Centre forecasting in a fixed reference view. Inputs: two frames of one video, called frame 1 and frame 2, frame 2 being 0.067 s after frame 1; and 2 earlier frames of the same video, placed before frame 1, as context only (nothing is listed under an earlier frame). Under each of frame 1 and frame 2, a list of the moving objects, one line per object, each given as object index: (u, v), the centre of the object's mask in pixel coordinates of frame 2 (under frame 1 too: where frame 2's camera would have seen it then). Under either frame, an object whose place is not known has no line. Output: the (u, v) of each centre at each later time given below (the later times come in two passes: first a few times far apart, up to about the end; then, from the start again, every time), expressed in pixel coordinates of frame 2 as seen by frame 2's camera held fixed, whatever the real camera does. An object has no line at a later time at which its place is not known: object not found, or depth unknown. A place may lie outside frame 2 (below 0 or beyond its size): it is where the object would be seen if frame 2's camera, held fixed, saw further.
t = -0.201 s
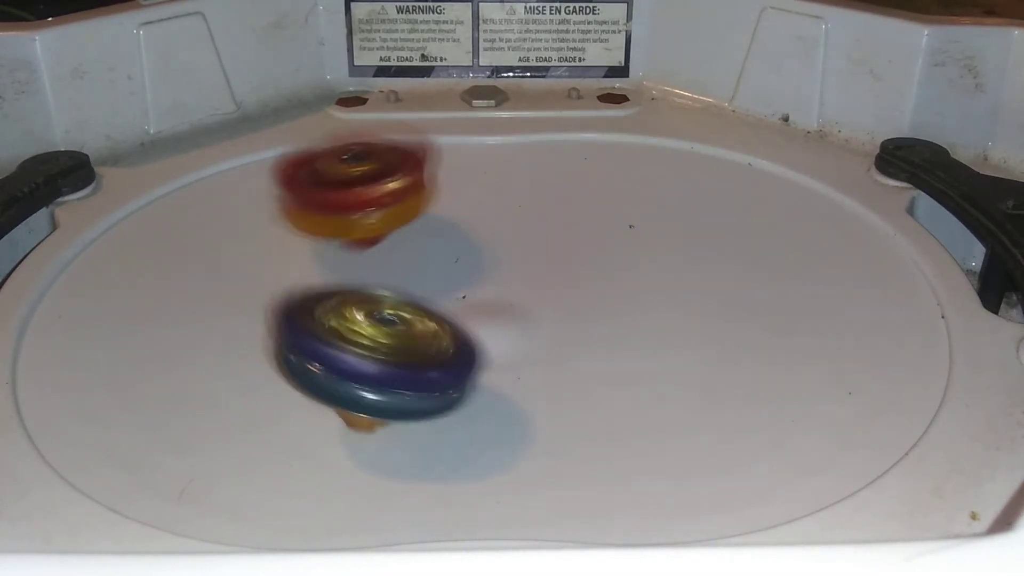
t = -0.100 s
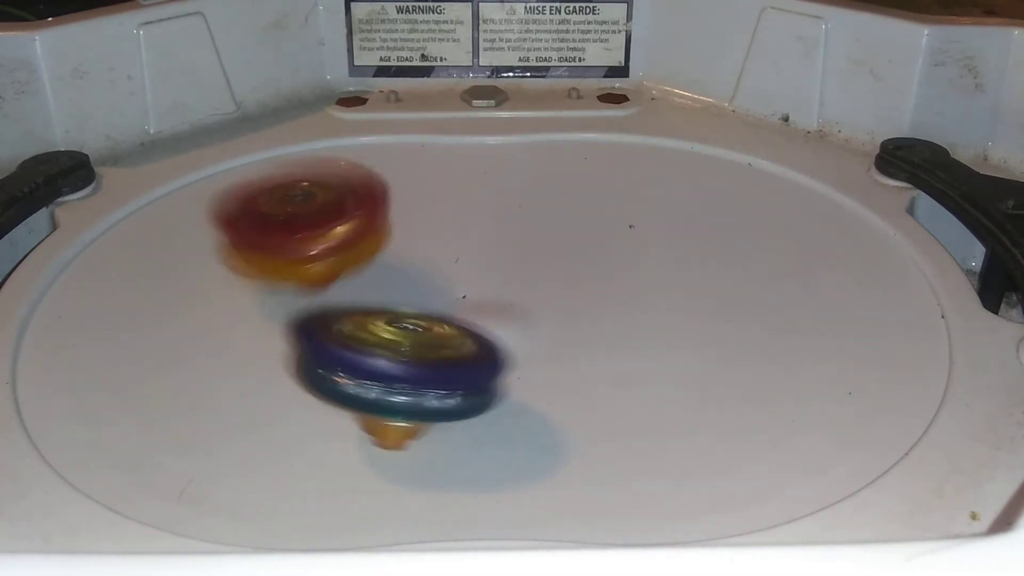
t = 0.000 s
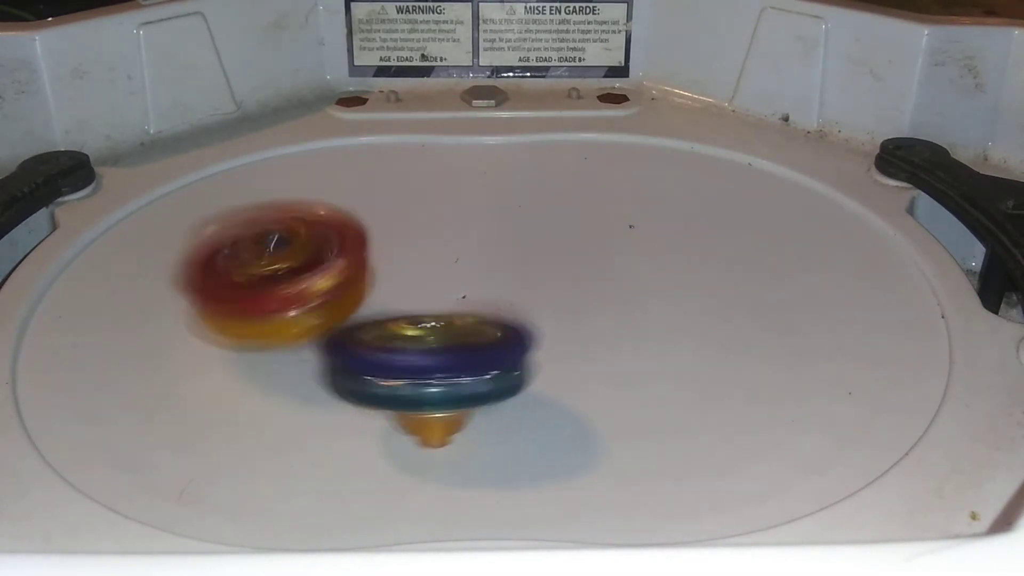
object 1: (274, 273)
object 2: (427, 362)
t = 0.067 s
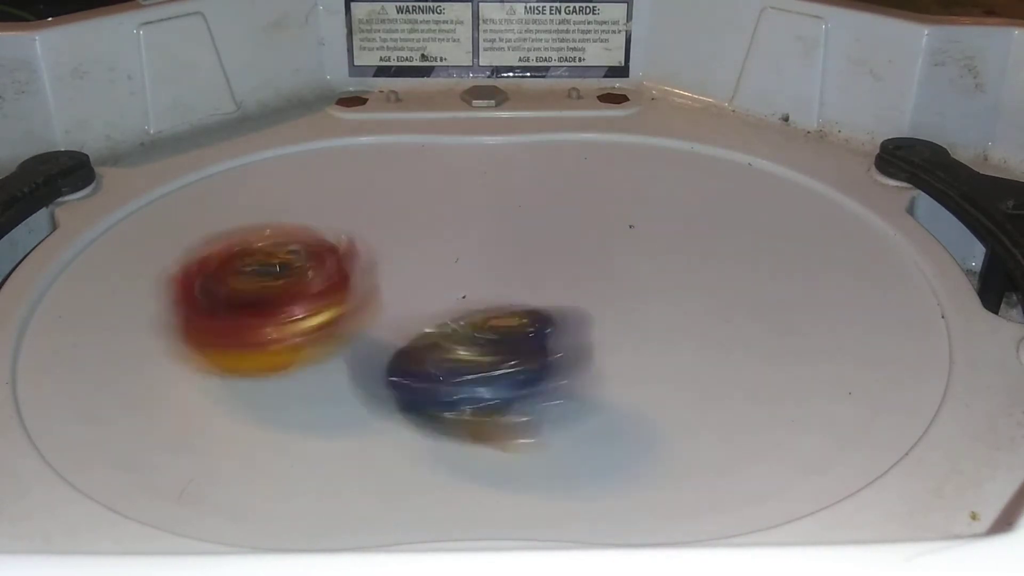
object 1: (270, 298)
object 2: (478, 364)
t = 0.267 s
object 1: (167, 278)
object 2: (721, 345)
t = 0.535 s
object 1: (276, 269)
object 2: (717, 250)
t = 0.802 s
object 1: (447, 298)
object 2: (570, 209)
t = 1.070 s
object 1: (637, 319)
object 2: (419, 258)
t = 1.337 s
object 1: (661, 316)
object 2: (402, 355)
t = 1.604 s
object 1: (595, 270)
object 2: (544, 379)
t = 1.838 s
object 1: (484, 239)
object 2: (636, 316)
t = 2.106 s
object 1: (438, 262)
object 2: (584, 239)
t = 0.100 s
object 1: (236, 296)
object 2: (539, 374)
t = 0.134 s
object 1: (214, 289)
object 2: (599, 372)
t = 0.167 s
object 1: (198, 285)
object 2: (651, 375)
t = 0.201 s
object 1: (185, 283)
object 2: (681, 372)
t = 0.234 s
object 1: (176, 280)
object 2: (704, 356)
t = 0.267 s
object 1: (167, 278)
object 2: (721, 345)
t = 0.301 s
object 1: (166, 279)
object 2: (733, 334)
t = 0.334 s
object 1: (171, 277)
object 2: (741, 322)
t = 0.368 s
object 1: (178, 274)
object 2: (745, 308)
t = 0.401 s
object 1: (194, 274)
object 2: (747, 295)
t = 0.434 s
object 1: (211, 272)
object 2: (745, 284)
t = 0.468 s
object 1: (229, 271)
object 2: (741, 272)
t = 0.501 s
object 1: (256, 270)
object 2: (731, 260)
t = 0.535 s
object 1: (276, 269)
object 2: (717, 250)
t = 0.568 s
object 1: (298, 270)
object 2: (706, 241)
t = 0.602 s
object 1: (317, 275)
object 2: (689, 234)
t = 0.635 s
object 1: (335, 278)
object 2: (673, 228)
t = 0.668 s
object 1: (355, 281)
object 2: (652, 222)
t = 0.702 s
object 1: (376, 287)
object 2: (630, 219)
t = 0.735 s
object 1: (400, 291)
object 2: (610, 215)
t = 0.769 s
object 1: (422, 295)
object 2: (590, 212)
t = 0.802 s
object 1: (447, 298)
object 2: (570, 209)
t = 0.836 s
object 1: (468, 307)
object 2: (556, 203)
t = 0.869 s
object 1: (491, 315)
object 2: (530, 197)
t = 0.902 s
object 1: (516, 316)
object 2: (499, 196)
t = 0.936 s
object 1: (546, 321)
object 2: (477, 212)
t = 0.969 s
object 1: (572, 321)
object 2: (459, 224)
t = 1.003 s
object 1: (598, 322)
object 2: (448, 239)
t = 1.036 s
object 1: (616, 320)
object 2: (432, 250)
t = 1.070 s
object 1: (637, 319)
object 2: (419, 258)
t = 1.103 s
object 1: (650, 318)
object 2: (405, 269)
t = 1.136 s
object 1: (664, 317)
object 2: (394, 281)
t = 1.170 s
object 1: (672, 315)
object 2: (387, 292)
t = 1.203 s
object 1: (678, 314)
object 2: (383, 303)
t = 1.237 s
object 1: (676, 315)
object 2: (385, 315)
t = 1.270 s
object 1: (675, 319)
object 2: (386, 330)
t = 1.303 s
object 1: (668, 317)
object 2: (392, 342)
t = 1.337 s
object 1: (661, 316)
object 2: (402, 355)
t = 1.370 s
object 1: (653, 315)
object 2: (416, 364)
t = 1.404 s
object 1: (647, 311)
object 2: (433, 373)
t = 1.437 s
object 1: (637, 308)
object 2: (455, 380)
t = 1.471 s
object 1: (625, 302)
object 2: (474, 384)
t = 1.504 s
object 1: (612, 294)
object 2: (499, 380)
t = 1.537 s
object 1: (603, 286)
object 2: (515, 389)
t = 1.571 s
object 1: (600, 281)
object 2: (528, 384)
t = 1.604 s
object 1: (595, 270)
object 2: (544, 379)
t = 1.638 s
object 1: (585, 261)
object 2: (567, 373)
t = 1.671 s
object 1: (573, 252)
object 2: (589, 372)
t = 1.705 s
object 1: (556, 244)
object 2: (602, 358)
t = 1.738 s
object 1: (539, 237)
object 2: (617, 351)
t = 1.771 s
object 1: (519, 236)
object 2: (628, 337)
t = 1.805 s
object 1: (501, 235)
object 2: (633, 327)
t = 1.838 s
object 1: (484, 239)
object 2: (636, 316)
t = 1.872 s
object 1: (472, 244)
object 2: (636, 304)
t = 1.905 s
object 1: (465, 248)
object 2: (633, 293)
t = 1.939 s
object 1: (461, 254)
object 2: (625, 282)
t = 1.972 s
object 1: (460, 260)
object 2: (618, 274)
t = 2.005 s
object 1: (460, 263)
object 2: (611, 267)
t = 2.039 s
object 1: (459, 263)
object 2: (601, 259)
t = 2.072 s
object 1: (450, 262)
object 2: (593, 249)
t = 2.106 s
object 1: (438, 262)
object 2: (584, 239)
